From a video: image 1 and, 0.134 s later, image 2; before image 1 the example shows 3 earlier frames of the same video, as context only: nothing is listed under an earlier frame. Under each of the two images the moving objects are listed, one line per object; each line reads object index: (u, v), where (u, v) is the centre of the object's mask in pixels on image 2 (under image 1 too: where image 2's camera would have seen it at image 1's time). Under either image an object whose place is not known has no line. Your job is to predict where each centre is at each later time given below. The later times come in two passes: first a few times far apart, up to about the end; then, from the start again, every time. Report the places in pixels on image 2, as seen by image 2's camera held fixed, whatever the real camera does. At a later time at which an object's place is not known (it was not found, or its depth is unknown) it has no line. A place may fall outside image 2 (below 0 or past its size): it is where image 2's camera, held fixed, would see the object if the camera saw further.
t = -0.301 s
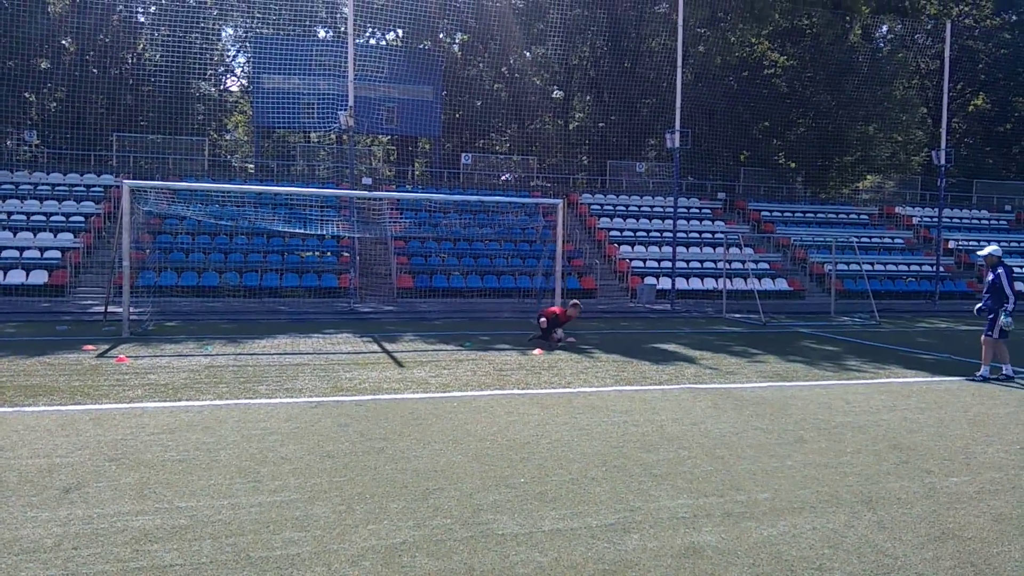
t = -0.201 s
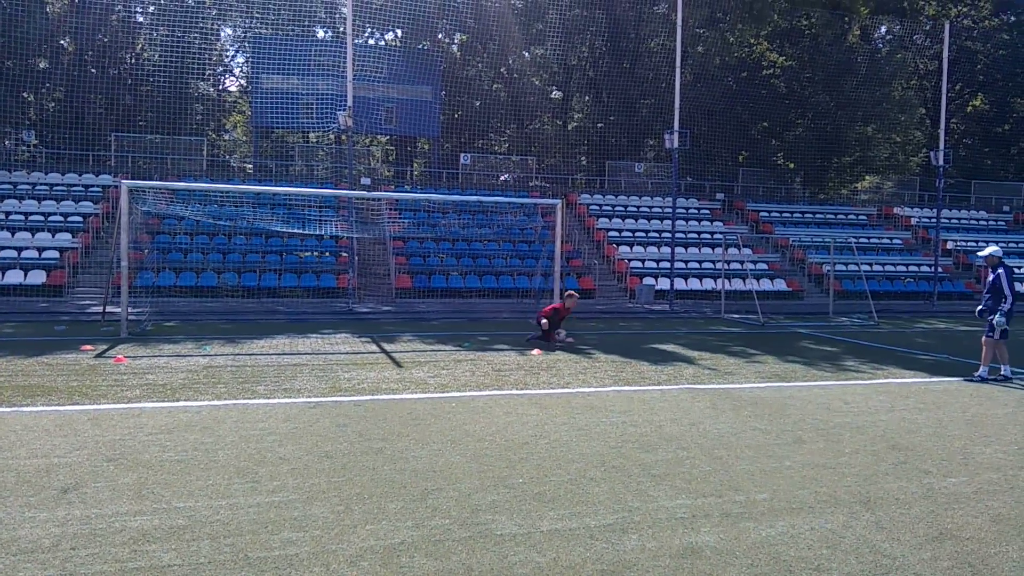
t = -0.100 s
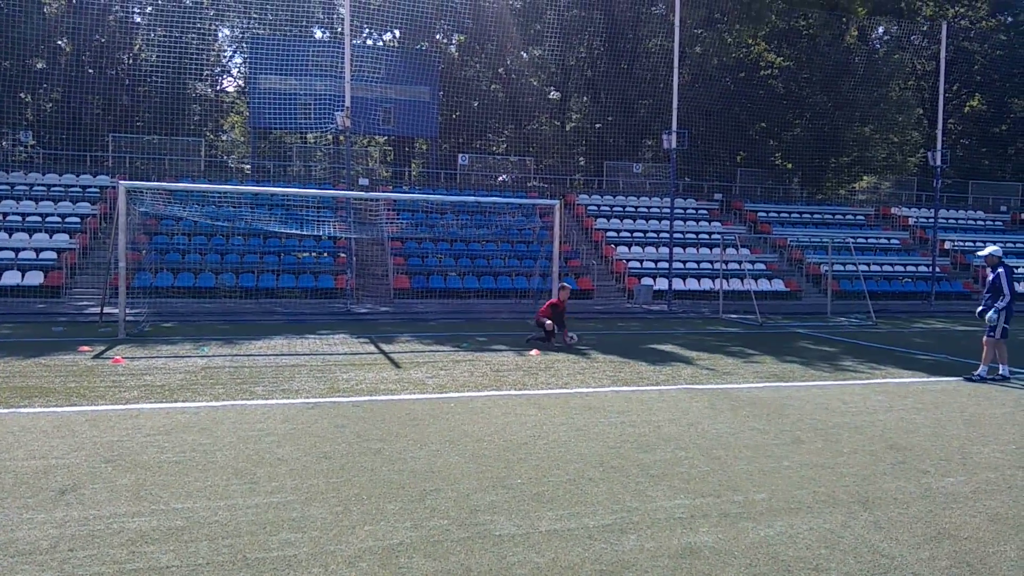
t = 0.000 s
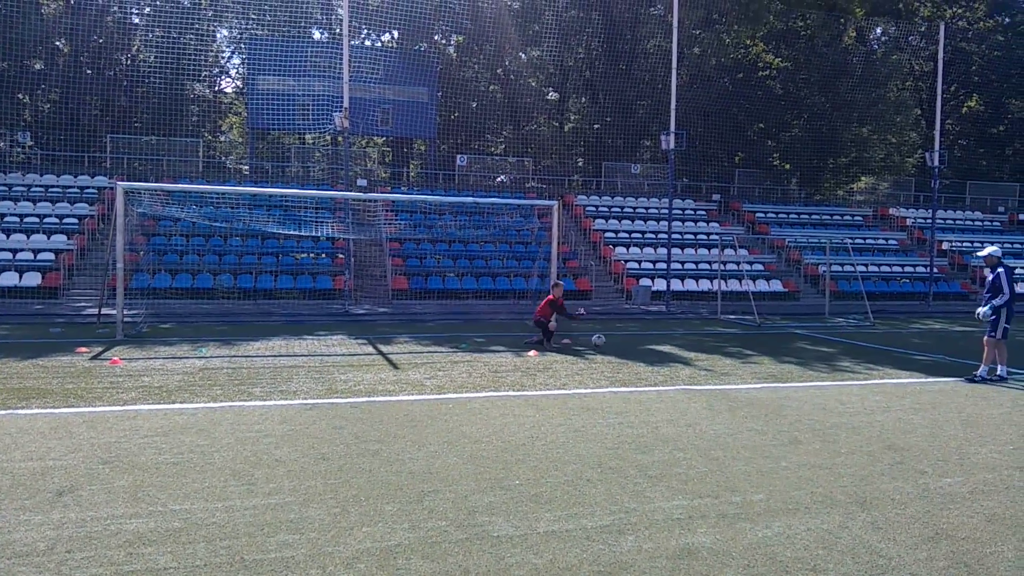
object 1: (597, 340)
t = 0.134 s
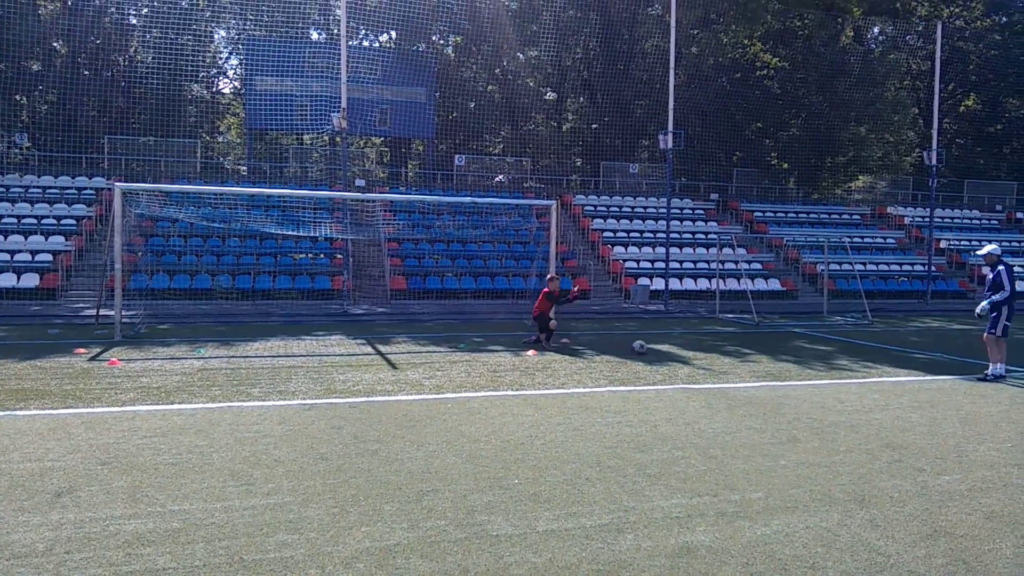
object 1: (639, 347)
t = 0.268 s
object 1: (675, 346)
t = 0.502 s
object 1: (740, 353)
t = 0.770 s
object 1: (820, 361)
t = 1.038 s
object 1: (900, 367)
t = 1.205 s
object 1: (951, 370)
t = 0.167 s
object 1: (648, 346)
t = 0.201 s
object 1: (657, 345)
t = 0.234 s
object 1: (666, 345)
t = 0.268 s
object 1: (675, 346)
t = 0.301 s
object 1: (684, 348)
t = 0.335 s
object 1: (693, 350)
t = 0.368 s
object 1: (702, 352)
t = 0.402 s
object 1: (711, 352)
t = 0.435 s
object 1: (721, 352)
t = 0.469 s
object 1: (731, 353)
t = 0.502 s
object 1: (740, 353)
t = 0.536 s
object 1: (750, 355)
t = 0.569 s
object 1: (760, 357)
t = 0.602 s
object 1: (770, 357)
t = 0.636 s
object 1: (779, 357)
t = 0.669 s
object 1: (789, 357)
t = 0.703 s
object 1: (799, 359)
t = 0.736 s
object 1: (809, 361)
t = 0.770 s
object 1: (820, 361)
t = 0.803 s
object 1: (829, 361)
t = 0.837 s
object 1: (839, 362)
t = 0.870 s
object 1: (850, 364)
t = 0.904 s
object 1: (859, 364)
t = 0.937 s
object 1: (869, 364)
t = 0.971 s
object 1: (879, 365)
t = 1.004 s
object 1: (889, 367)
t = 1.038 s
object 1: (900, 367)
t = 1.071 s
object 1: (910, 368)
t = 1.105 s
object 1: (920, 368)
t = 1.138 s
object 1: (931, 369)
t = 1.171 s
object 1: (941, 370)
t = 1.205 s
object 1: (951, 370)
